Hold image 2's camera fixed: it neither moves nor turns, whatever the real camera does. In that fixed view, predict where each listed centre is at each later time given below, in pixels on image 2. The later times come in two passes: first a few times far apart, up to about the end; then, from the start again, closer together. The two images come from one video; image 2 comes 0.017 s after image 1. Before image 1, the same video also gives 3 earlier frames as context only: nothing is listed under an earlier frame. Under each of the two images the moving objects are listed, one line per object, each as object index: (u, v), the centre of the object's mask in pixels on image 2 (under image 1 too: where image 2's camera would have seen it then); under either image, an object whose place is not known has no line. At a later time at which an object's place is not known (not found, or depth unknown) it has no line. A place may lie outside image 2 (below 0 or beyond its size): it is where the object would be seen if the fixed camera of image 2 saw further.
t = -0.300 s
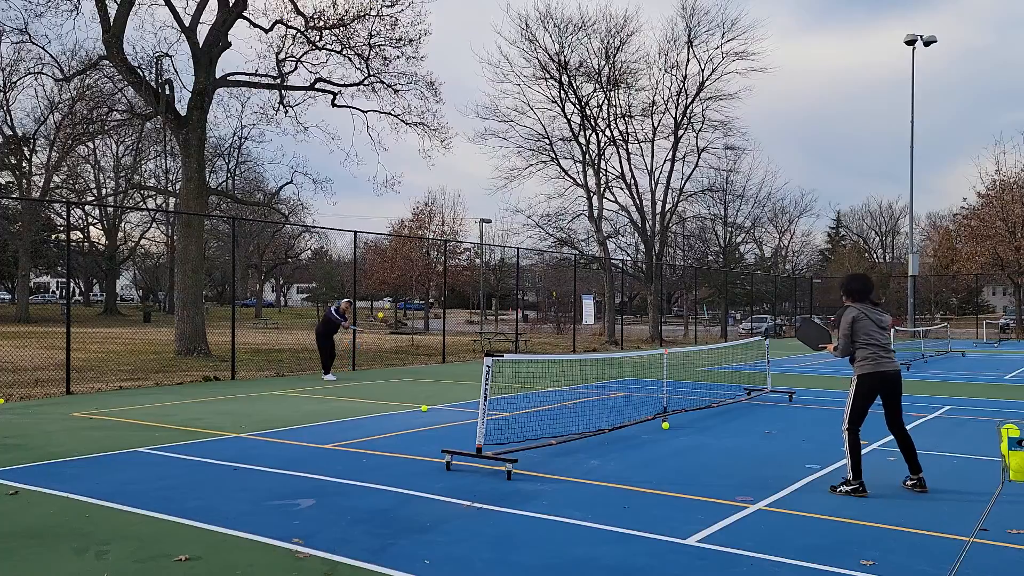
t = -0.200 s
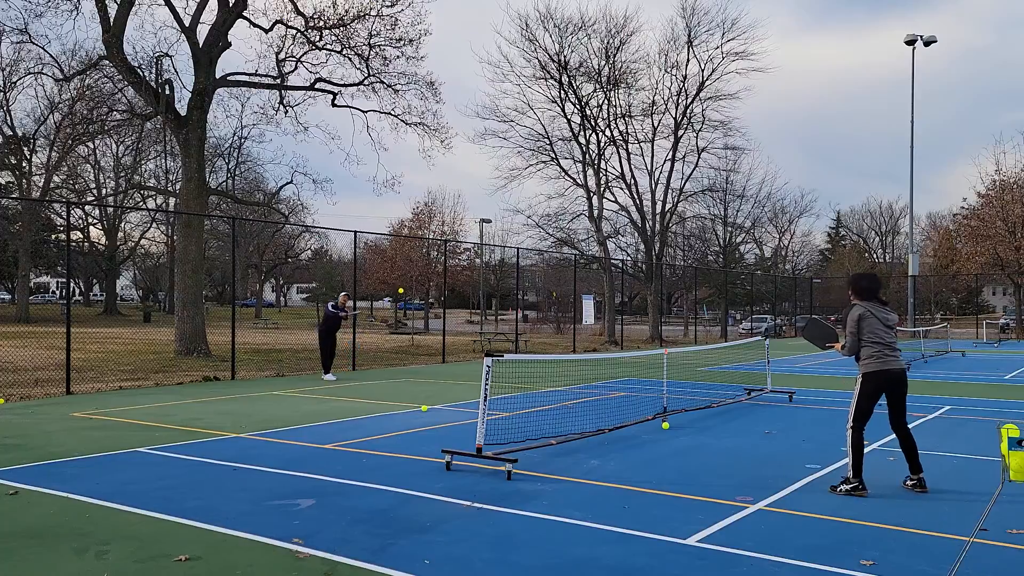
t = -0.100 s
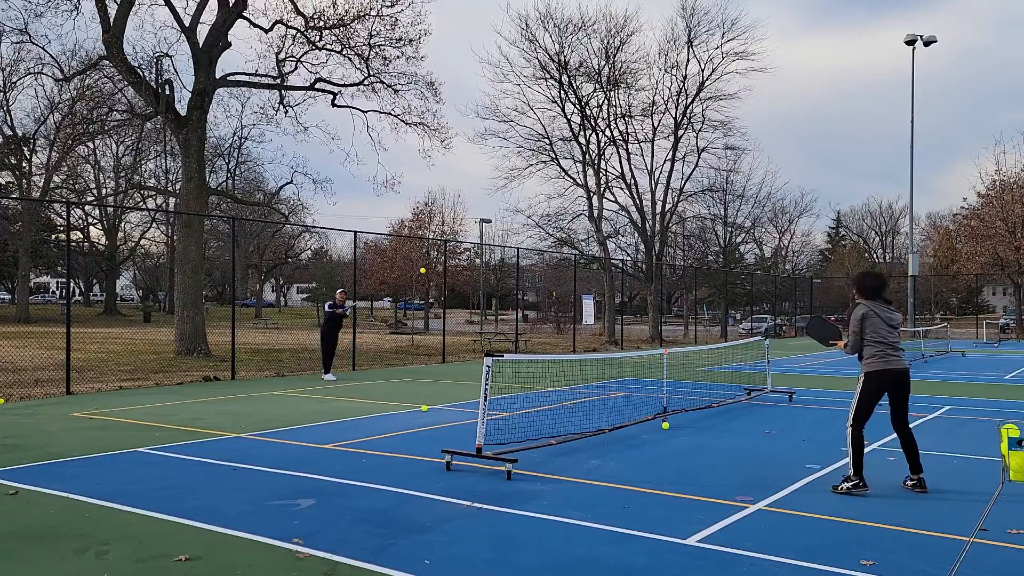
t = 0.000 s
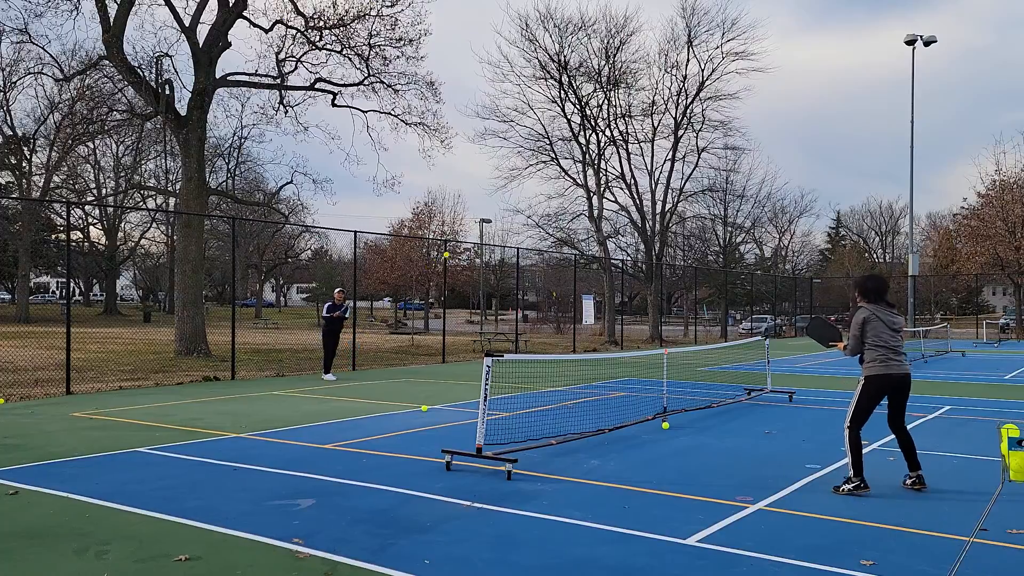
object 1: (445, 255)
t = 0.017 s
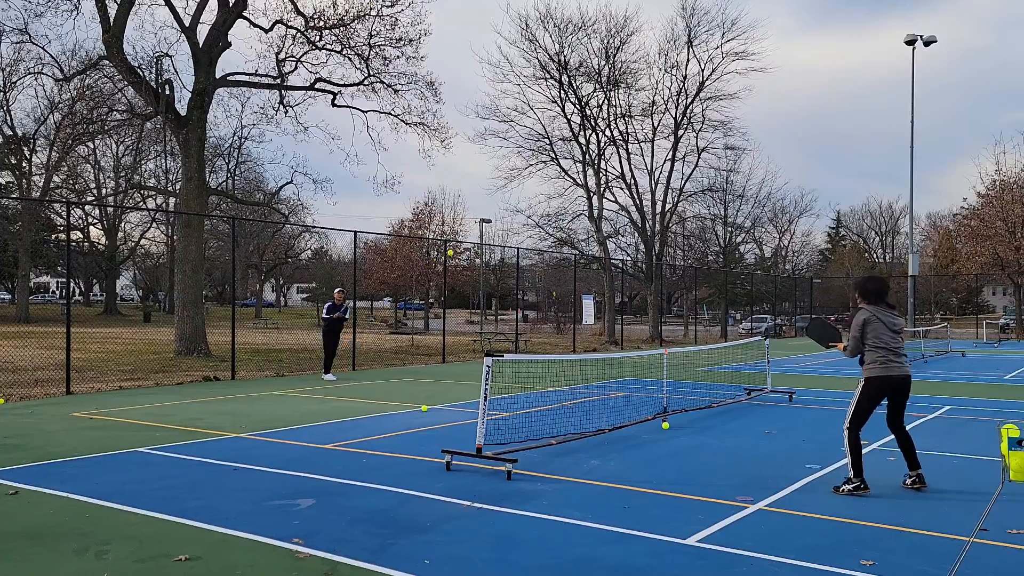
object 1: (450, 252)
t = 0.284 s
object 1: (527, 239)
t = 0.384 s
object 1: (554, 249)
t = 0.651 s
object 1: (660, 327)
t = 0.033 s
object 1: (454, 249)
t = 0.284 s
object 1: (527, 239)
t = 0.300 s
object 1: (531, 241)
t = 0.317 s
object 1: (535, 241)
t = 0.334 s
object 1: (540, 244)
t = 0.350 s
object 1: (544, 245)
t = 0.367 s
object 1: (552, 247)
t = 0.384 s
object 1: (554, 249)
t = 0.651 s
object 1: (660, 327)
